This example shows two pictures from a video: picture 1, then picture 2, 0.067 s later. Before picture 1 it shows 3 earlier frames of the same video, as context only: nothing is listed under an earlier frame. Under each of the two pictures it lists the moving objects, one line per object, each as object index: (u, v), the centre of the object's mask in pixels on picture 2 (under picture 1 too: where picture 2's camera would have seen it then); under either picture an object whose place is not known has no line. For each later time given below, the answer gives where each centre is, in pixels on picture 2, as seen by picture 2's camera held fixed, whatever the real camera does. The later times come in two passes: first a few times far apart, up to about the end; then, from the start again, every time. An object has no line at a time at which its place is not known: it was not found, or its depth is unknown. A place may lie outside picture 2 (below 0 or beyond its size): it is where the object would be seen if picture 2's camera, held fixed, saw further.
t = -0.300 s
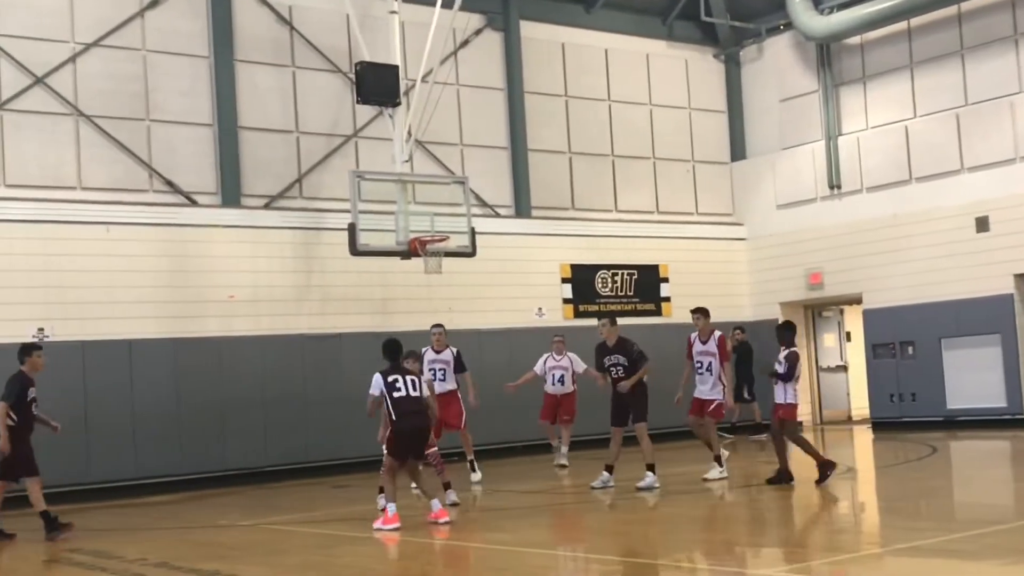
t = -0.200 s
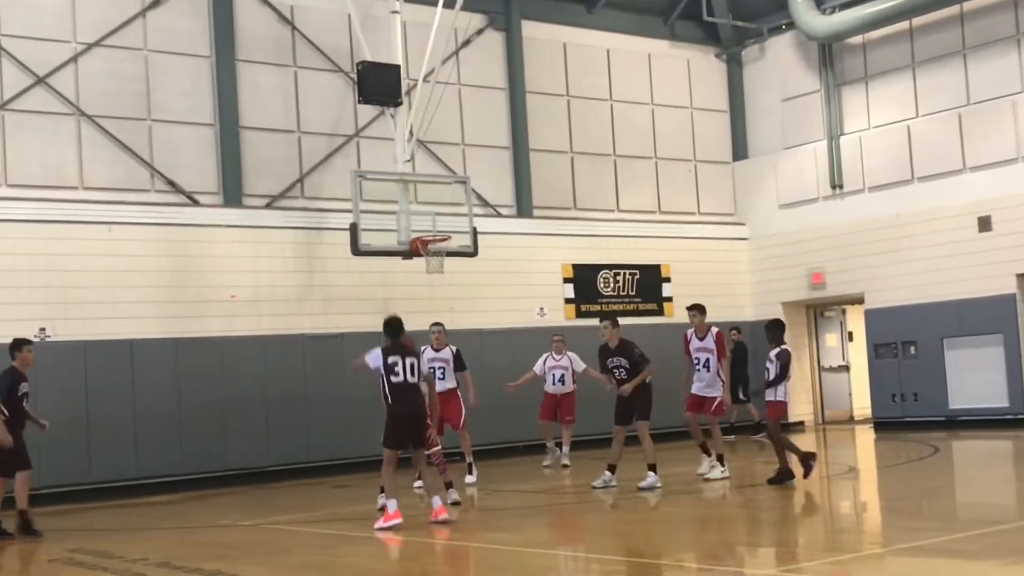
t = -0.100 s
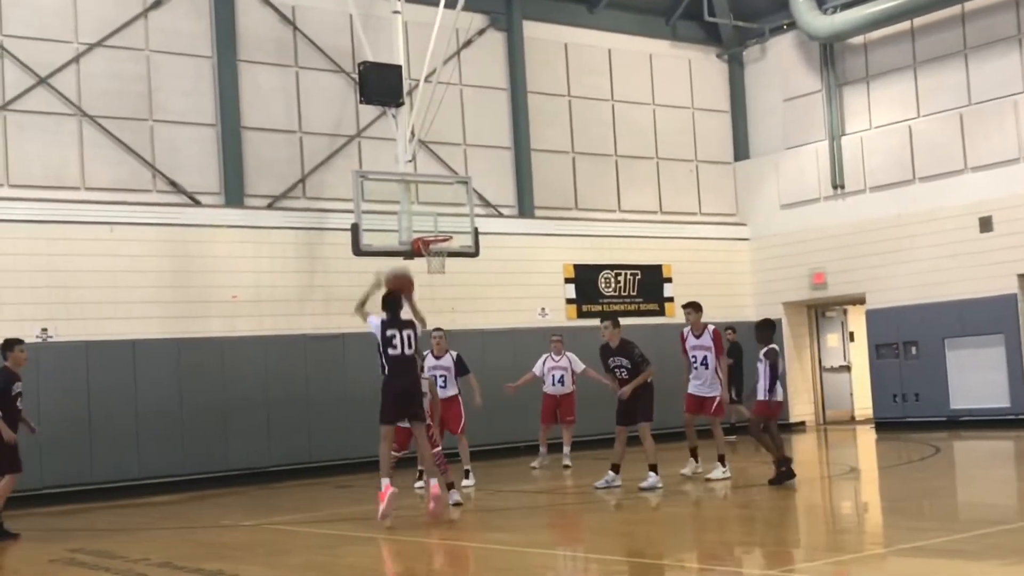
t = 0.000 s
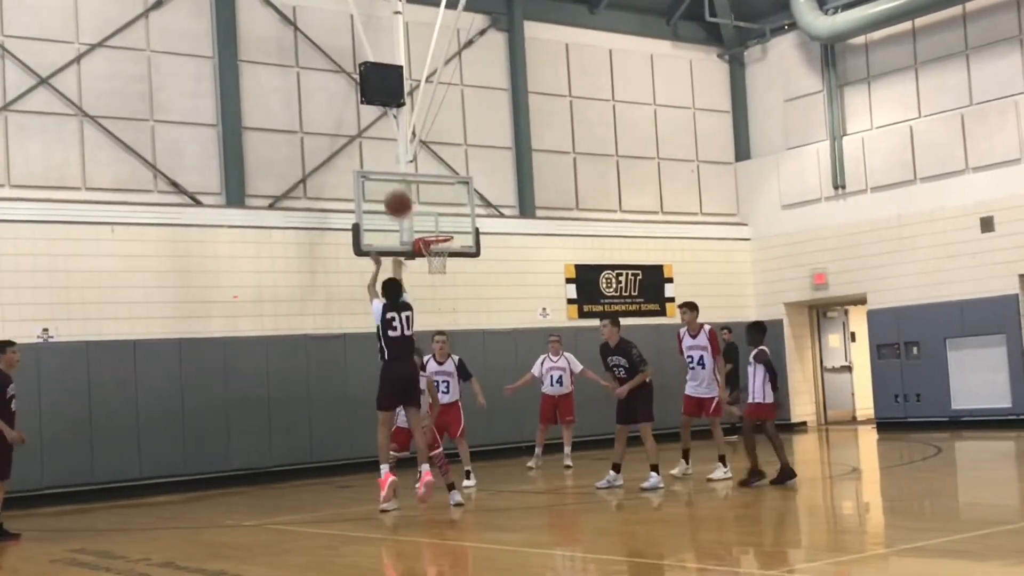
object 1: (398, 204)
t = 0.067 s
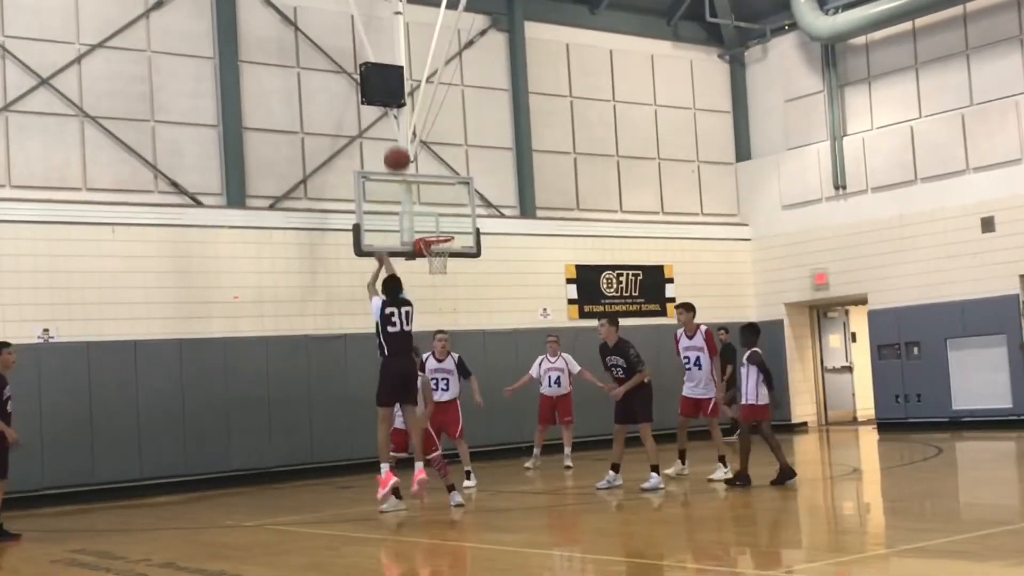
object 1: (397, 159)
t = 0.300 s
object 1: (395, 56)
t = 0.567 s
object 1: (397, 19)
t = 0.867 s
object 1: (402, 51)
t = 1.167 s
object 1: (410, 144)
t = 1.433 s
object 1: (440, 244)
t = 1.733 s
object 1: (452, 264)
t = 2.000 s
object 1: (459, 323)
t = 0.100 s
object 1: (396, 140)
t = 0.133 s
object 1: (396, 122)
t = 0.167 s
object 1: (395, 105)
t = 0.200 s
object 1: (395, 90)
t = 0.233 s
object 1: (395, 78)
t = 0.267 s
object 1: (395, 66)
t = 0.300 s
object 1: (395, 56)
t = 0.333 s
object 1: (395, 47)
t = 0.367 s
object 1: (395, 40)
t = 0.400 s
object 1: (395, 33)
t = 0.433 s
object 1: (396, 28)
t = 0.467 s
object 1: (396, 24)
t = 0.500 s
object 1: (396, 22)
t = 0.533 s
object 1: (396, 20)
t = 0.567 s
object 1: (397, 19)
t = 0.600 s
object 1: (397, 19)
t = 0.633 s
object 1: (398, 20)
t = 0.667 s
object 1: (398, 22)
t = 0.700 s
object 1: (399, 24)
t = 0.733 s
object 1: (399, 28)
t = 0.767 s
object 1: (400, 33)
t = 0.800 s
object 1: (401, 38)
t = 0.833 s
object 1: (401, 44)
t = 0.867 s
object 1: (402, 51)
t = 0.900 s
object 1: (403, 59)
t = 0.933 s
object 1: (404, 67)
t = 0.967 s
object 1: (404, 77)
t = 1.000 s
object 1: (404, 87)
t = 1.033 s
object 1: (405, 97)
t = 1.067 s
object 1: (407, 108)
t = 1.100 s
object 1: (407, 120)
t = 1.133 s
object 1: (409, 131)
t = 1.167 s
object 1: (410, 144)
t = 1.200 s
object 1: (411, 157)
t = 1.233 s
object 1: (412, 171)
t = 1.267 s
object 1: (413, 187)
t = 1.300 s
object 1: (414, 201)
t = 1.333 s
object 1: (416, 215)
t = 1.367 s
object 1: (423, 224)
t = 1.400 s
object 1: (431, 235)
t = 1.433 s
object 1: (440, 244)
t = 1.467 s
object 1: (446, 255)
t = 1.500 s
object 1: (448, 256)
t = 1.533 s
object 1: (449, 255)
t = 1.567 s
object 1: (450, 255)
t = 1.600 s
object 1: (450, 255)
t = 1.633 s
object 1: (451, 256)
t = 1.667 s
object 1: (451, 258)
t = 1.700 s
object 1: (452, 261)
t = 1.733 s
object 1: (452, 264)
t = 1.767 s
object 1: (453, 268)
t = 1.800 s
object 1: (454, 274)
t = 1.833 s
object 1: (455, 280)
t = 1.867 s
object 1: (455, 287)
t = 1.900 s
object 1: (456, 295)
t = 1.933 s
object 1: (457, 303)
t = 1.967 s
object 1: (458, 313)
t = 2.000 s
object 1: (459, 323)
